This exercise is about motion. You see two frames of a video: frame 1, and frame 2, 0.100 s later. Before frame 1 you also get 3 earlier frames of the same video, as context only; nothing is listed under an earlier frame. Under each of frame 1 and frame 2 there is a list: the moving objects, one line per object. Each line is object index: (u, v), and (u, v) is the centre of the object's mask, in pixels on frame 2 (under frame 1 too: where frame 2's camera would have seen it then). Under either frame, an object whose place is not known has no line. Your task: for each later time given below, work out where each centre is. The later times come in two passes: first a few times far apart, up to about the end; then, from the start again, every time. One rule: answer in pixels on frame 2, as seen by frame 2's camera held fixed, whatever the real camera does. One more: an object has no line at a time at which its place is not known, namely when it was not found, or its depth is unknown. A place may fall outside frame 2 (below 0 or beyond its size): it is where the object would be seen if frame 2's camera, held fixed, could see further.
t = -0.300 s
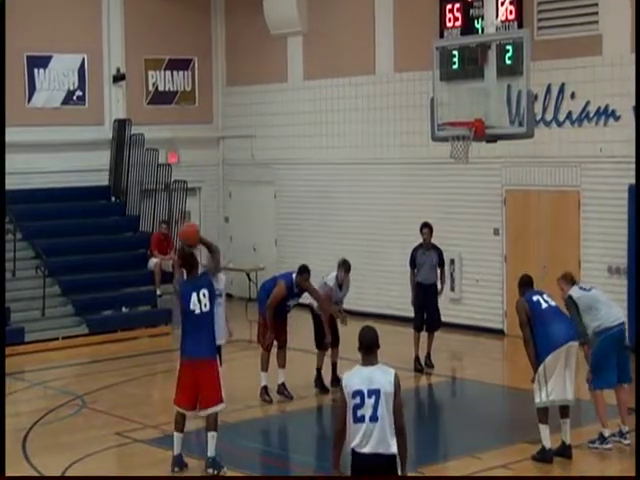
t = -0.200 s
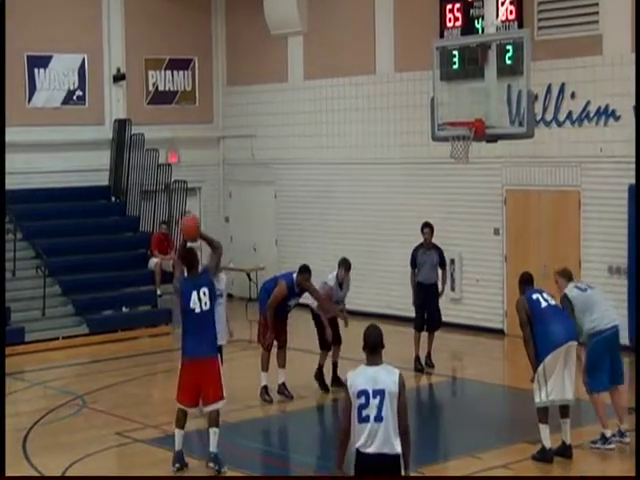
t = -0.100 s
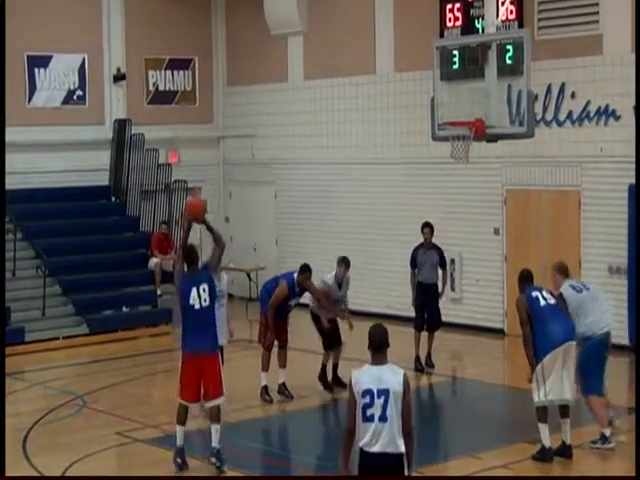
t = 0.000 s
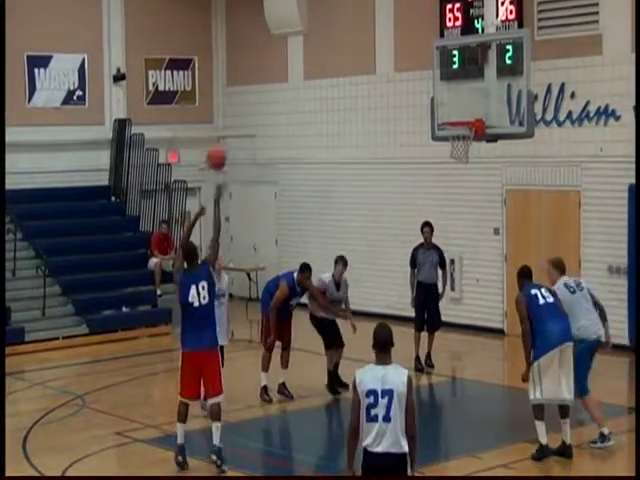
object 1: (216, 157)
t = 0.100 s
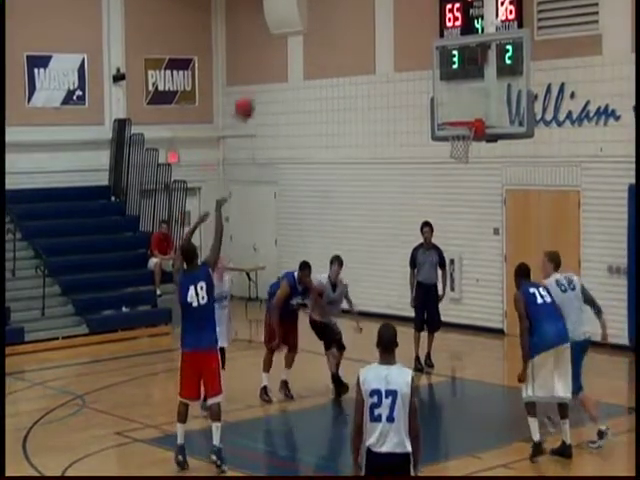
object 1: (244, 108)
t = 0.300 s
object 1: (298, 40)
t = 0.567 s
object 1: (364, 19)
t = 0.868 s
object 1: (433, 76)
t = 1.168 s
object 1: (474, 174)
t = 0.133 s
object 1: (253, 94)
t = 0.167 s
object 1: (263, 81)
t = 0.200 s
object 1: (271, 71)
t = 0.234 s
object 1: (280, 60)
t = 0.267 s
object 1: (290, 50)
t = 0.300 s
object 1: (298, 40)
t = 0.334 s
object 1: (306, 35)
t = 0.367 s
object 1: (315, 31)
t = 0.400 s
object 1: (323, 24)
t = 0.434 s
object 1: (332, 22)
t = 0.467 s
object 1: (339, 20)
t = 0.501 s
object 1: (348, 18)
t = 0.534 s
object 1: (356, 18)
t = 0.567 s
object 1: (364, 19)
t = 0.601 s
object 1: (372, 22)
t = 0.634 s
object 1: (380, 25)
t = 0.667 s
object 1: (388, 30)
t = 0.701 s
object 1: (395, 35)
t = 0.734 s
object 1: (403, 43)
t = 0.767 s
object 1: (411, 50)
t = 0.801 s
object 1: (417, 59)
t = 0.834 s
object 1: (425, 68)
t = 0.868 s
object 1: (433, 76)
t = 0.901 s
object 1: (440, 89)
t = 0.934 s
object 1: (447, 100)
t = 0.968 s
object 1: (455, 112)
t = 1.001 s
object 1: (459, 125)
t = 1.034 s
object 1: (466, 139)
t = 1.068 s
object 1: (468, 146)
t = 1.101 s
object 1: (470, 154)
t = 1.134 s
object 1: (472, 164)
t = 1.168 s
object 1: (474, 174)
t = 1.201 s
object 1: (476, 186)
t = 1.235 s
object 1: (478, 198)
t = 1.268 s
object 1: (480, 212)
